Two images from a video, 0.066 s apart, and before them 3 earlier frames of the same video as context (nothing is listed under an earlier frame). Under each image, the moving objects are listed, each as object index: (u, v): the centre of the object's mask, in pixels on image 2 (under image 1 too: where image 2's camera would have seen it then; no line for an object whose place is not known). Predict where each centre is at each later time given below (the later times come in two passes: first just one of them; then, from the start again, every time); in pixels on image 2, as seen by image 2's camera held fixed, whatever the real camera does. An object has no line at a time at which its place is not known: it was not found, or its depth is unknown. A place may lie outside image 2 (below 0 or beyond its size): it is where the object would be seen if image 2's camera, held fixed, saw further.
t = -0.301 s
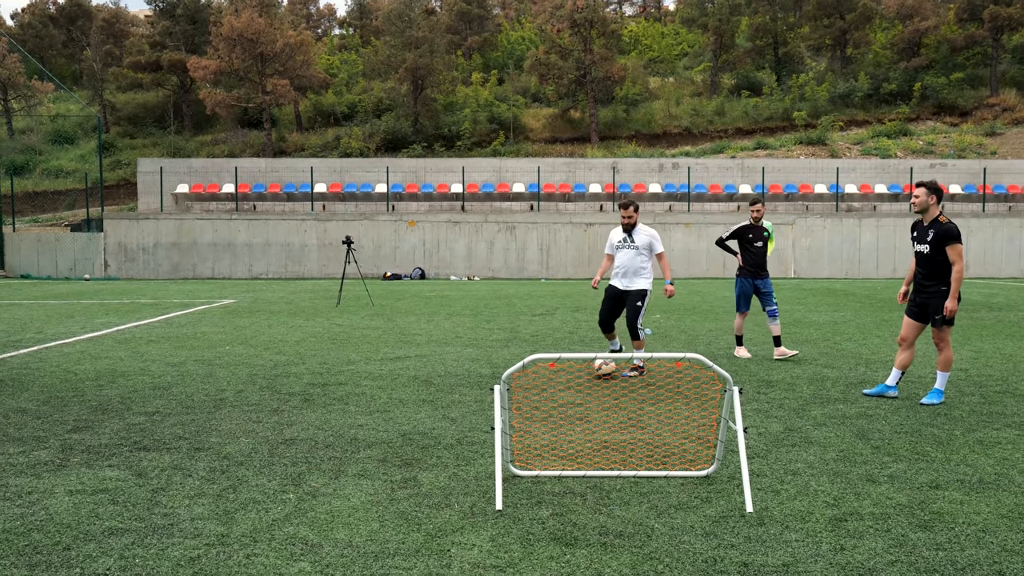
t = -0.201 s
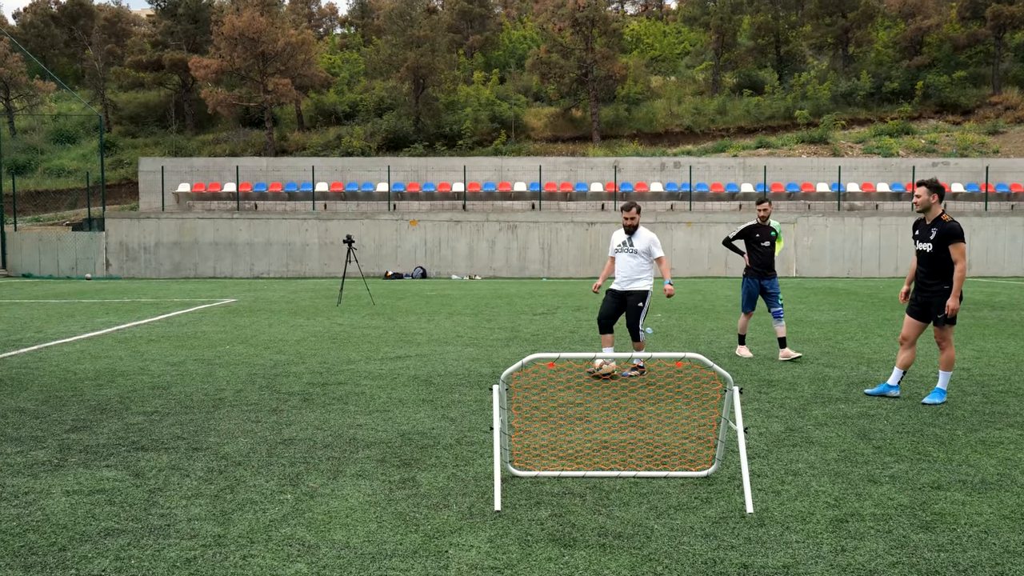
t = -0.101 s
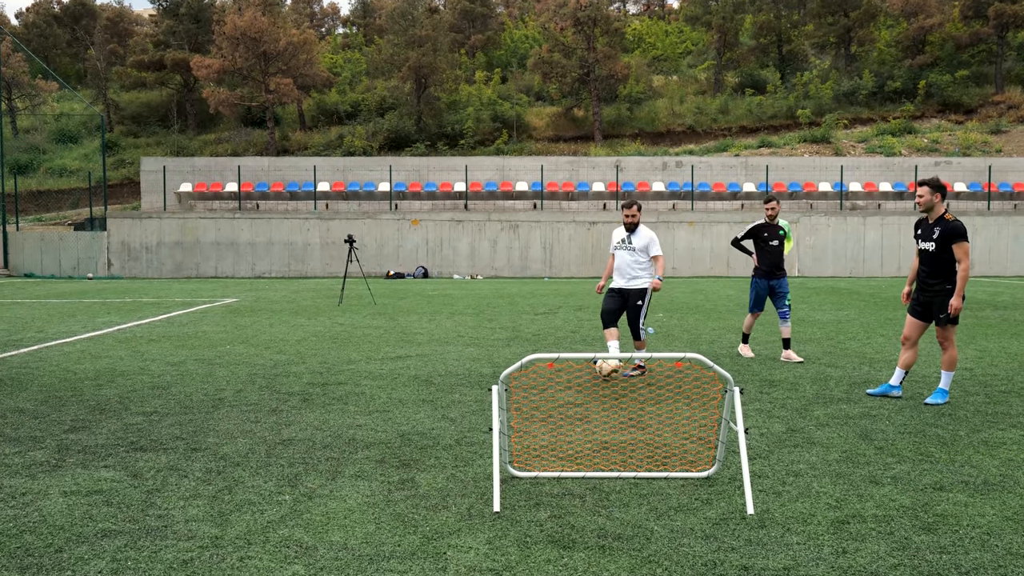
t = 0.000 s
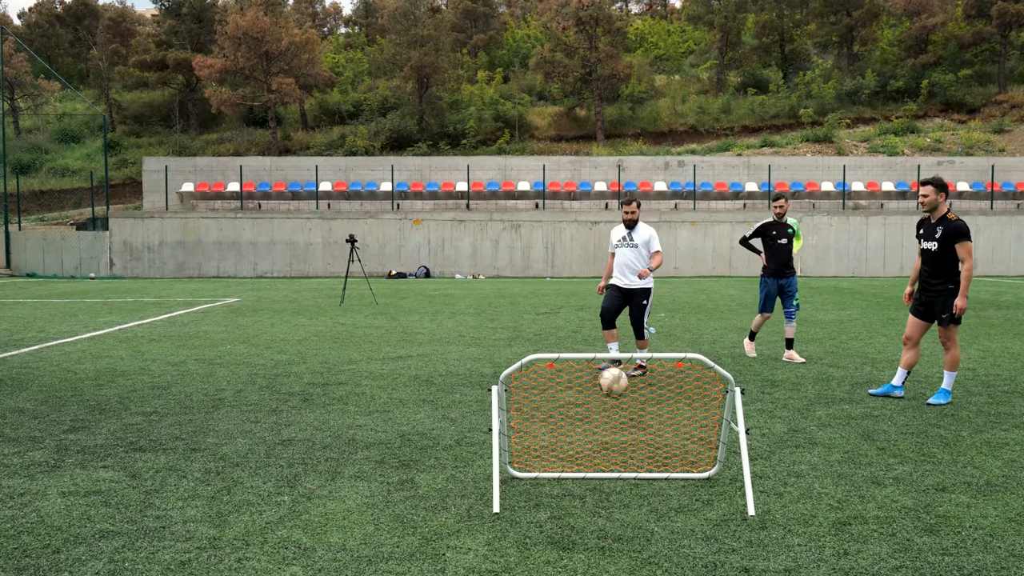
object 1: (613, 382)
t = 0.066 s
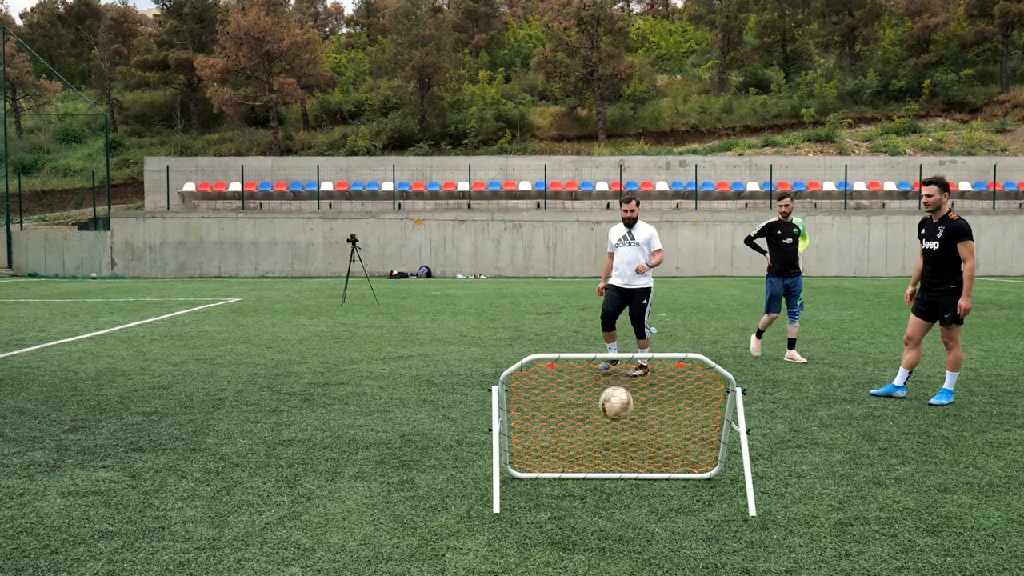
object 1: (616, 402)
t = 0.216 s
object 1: (611, 383)
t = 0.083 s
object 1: (616, 410)
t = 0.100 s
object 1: (617, 418)
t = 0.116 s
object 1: (617, 427)
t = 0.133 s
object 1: (617, 438)
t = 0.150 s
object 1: (618, 451)
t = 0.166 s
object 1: (617, 446)
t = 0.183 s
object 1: (616, 426)
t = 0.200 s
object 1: (613, 402)
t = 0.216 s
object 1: (611, 383)
